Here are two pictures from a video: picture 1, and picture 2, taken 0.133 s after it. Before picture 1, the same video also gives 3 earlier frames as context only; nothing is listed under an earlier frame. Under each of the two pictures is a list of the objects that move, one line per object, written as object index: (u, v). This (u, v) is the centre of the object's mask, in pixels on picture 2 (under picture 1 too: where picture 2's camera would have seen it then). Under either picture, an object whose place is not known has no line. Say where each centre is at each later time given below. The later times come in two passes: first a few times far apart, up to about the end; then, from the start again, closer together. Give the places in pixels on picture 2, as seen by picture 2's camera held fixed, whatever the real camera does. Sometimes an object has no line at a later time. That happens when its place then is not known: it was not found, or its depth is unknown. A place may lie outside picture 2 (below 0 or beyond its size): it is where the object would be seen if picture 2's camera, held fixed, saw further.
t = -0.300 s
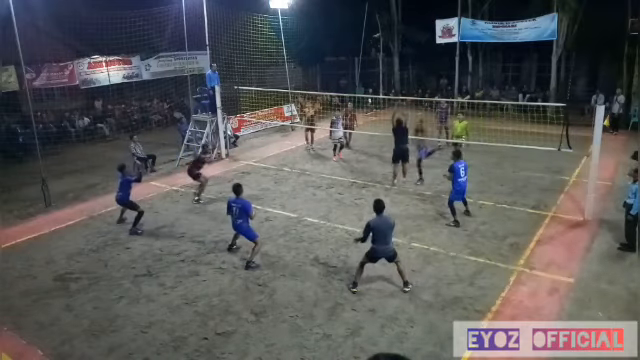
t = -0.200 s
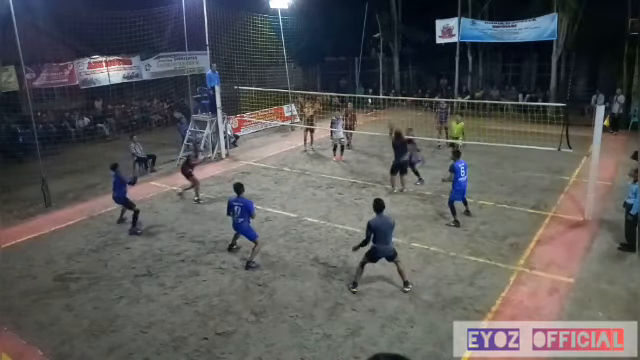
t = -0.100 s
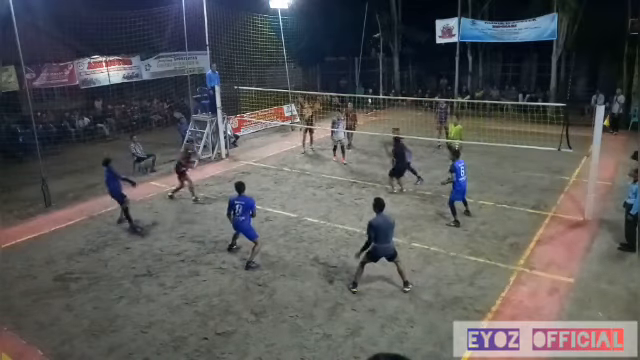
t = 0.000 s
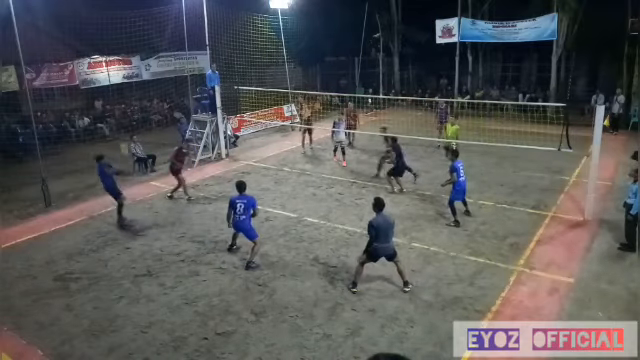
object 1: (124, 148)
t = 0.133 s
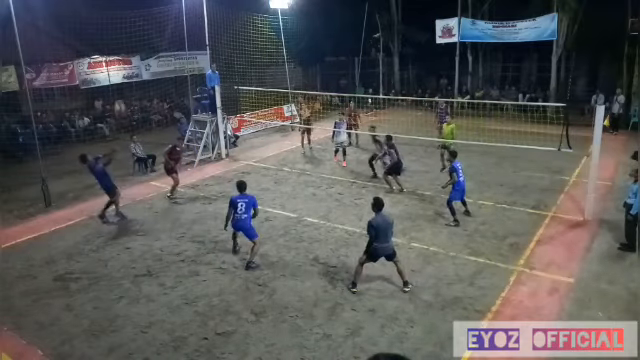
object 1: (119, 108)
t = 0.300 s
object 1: (115, 66)
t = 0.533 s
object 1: (111, 32)
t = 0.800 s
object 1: (110, 24)
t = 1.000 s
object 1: (113, 37)
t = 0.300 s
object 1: (115, 66)
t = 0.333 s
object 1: (110, 61)
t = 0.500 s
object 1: (111, 36)
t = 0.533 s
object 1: (111, 32)
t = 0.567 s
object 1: (110, 30)
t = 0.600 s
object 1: (110, 27)
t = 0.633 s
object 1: (110, 26)
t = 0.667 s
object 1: (110, 25)
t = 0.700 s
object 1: (110, 24)
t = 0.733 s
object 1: (110, 24)
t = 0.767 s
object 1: (110, 24)
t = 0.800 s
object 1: (110, 24)
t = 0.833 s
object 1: (110, 25)
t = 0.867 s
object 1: (111, 27)
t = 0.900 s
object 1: (112, 29)
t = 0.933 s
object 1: (112, 31)
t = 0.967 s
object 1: (112, 34)
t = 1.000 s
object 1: (113, 37)
